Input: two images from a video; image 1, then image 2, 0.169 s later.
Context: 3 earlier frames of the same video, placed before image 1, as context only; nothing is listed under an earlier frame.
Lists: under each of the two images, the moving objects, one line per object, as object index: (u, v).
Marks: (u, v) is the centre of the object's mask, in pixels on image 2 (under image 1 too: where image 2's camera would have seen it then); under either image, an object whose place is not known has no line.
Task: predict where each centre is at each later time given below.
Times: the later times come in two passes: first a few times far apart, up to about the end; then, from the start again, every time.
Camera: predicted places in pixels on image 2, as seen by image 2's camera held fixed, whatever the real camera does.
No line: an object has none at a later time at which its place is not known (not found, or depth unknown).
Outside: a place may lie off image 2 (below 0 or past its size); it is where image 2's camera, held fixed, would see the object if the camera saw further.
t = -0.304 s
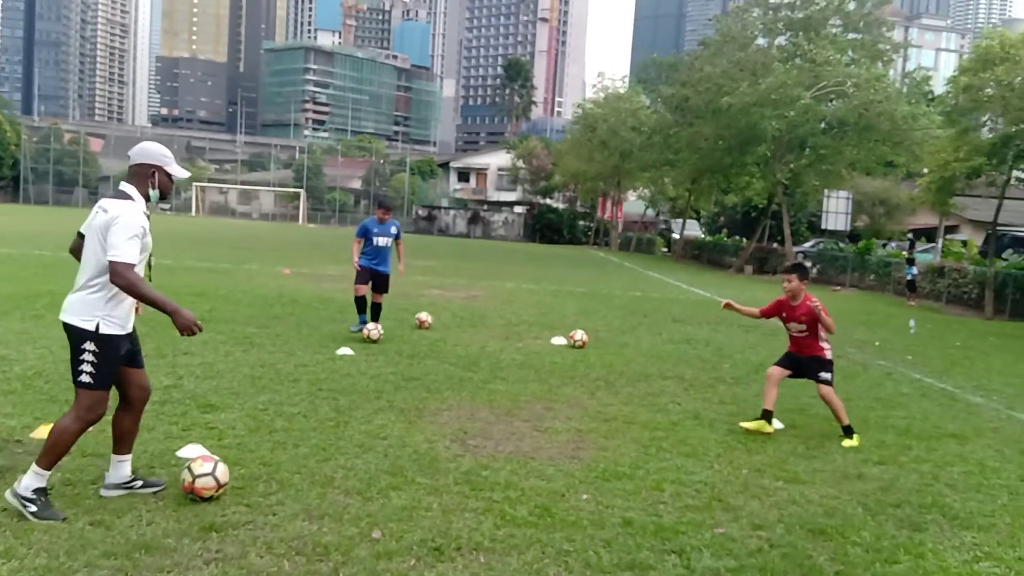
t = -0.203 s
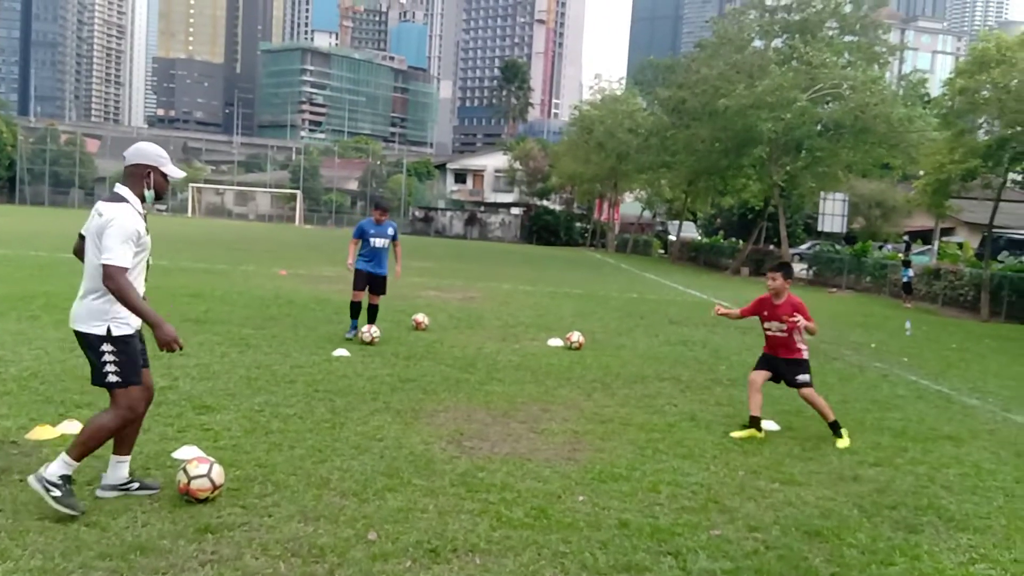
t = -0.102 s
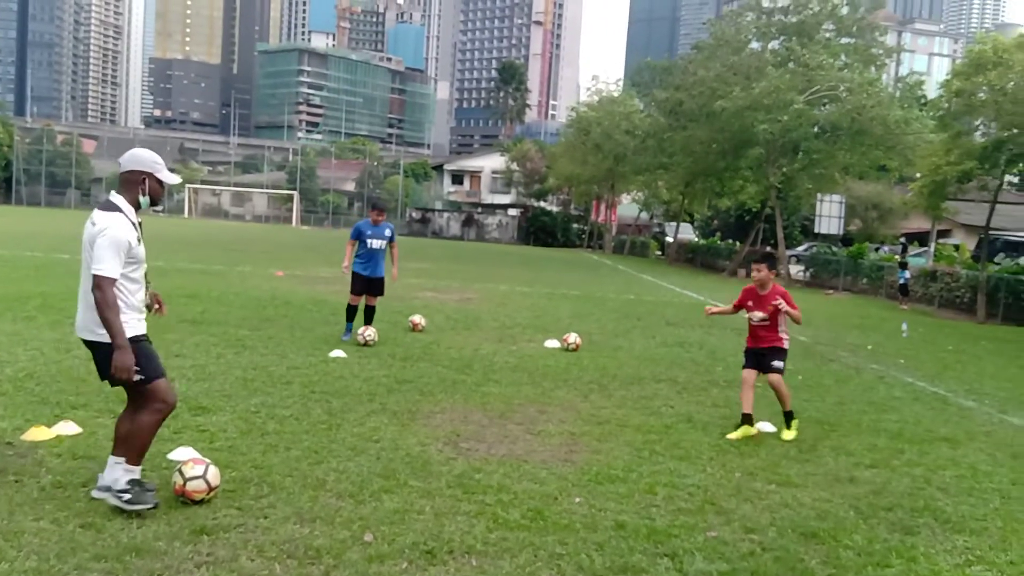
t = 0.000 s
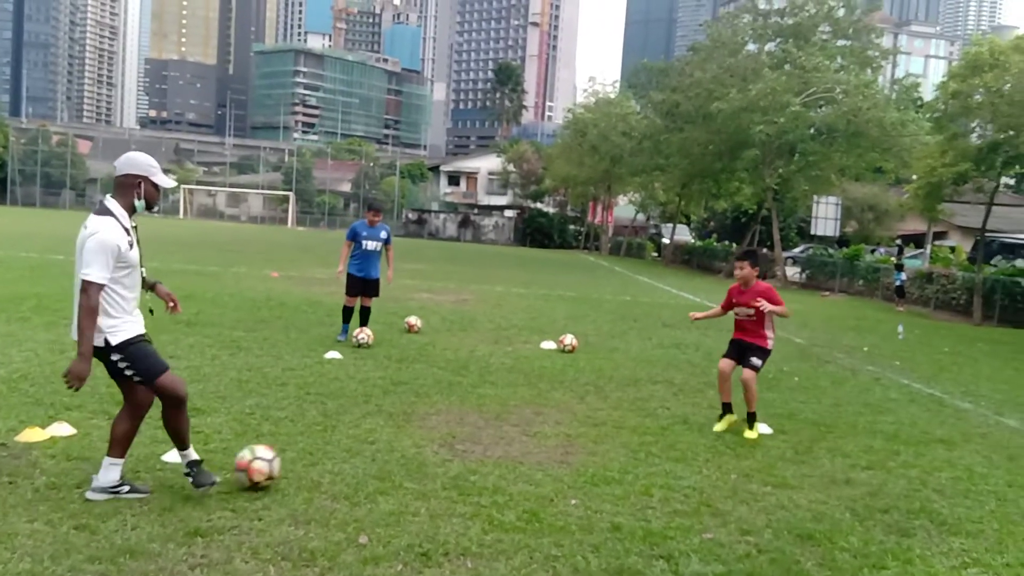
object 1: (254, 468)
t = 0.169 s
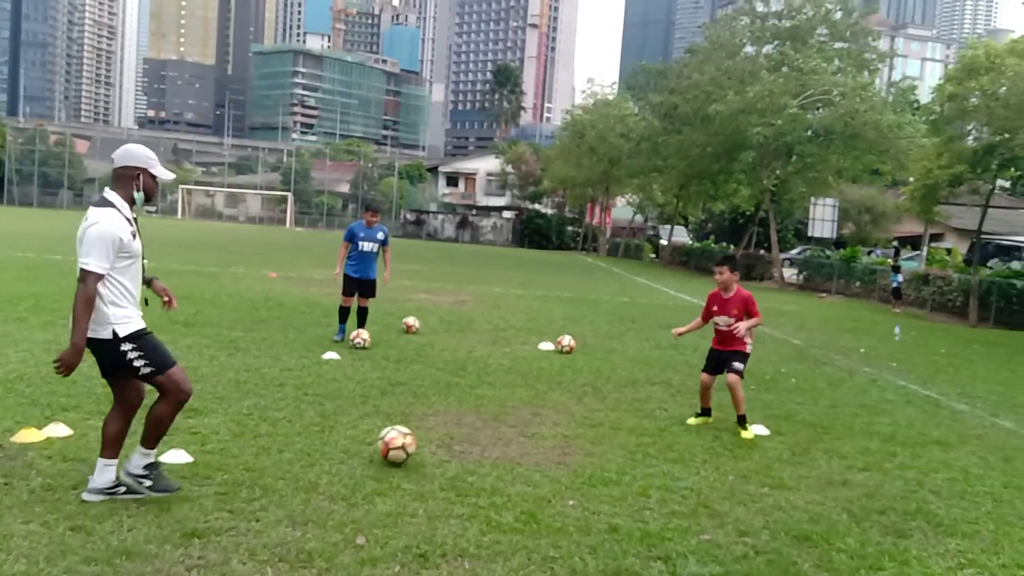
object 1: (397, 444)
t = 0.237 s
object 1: (437, 440)
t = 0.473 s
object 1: (538, 429)
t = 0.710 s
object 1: (613, 416)
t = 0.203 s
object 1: (418, 441)
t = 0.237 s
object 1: (437, 440)
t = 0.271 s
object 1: (456, 441)
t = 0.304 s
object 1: (472, 438)
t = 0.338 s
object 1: (486, 432)
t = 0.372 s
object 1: (500, 428)
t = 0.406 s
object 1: (514, 426)
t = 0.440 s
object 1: (526, 427)
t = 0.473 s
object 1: (538, 429)
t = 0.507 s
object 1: (550, 423)
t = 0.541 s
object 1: (561, 417)
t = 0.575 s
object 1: (573, 414)
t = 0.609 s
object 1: (584, 412)
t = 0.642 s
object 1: (594, 413)
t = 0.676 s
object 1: (604, 415)
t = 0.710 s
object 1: (613, 416)
